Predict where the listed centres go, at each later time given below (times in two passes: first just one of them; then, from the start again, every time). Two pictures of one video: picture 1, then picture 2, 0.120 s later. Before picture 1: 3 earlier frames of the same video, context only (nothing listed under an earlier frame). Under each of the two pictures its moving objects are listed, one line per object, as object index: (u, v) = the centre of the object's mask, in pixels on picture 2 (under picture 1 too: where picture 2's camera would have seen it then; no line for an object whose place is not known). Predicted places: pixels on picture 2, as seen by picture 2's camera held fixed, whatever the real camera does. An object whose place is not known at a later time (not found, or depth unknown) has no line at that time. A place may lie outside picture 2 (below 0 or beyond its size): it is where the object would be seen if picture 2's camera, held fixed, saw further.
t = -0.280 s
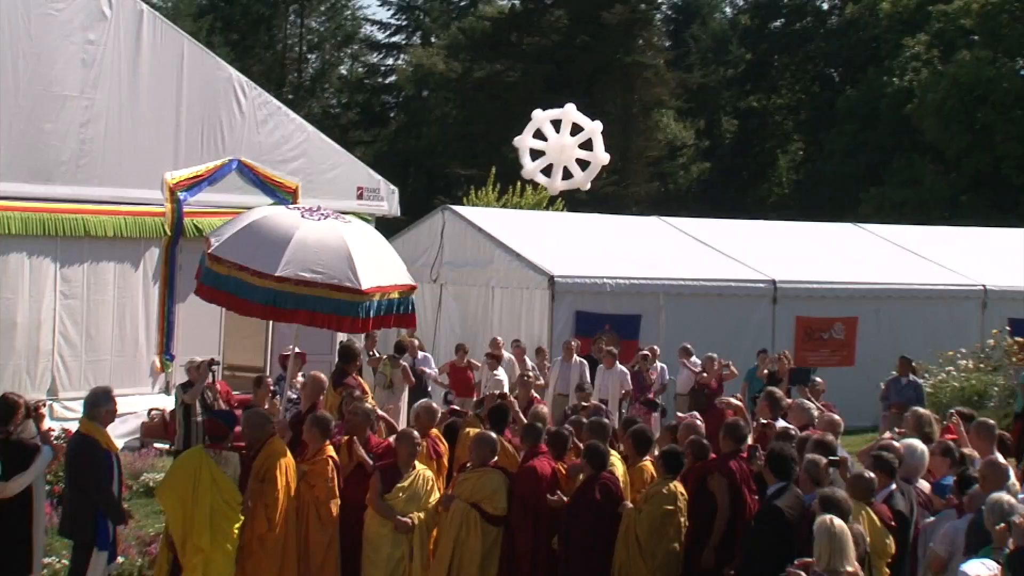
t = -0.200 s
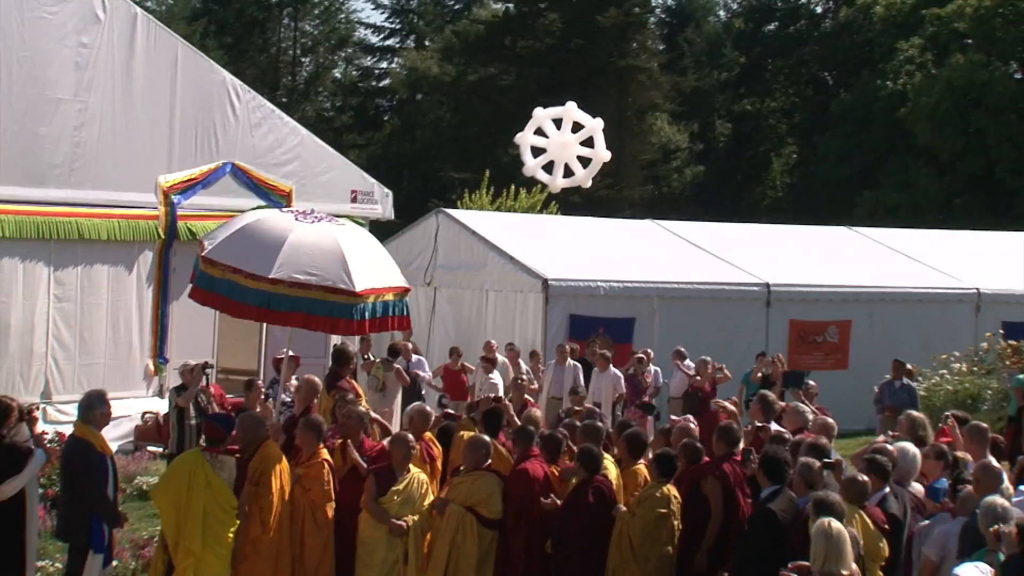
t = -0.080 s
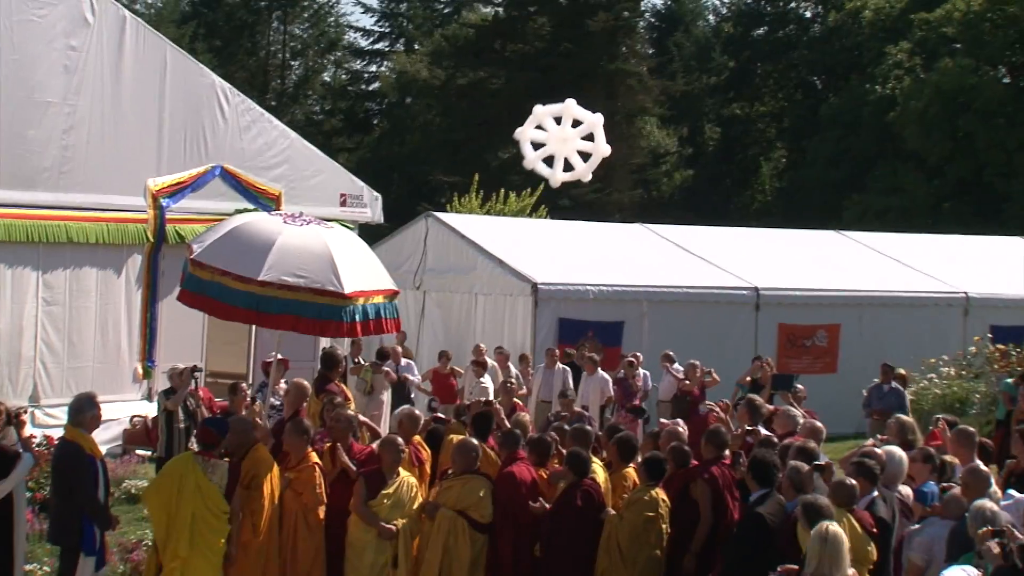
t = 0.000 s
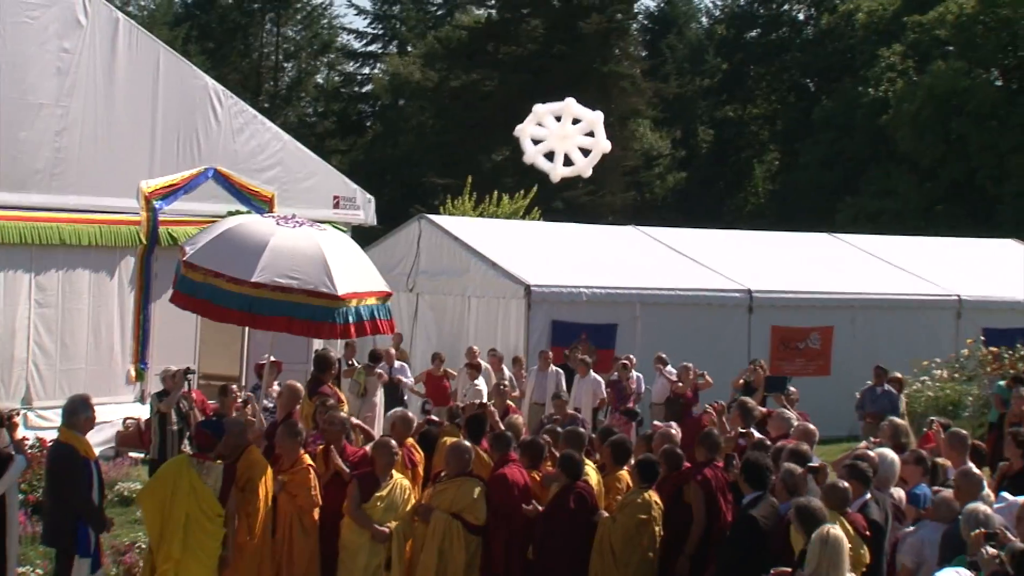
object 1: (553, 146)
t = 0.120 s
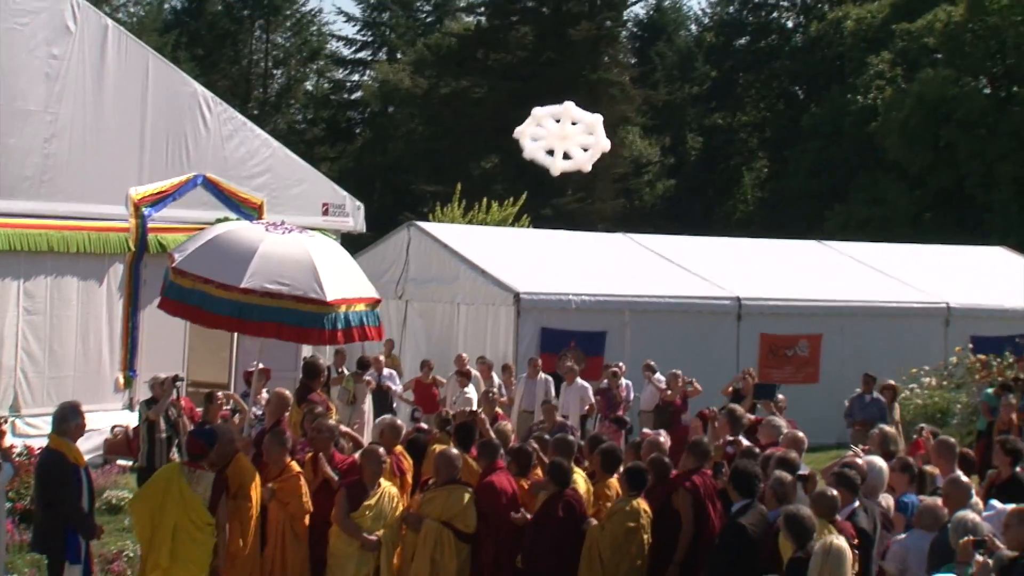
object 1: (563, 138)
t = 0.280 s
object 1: (575, 127)
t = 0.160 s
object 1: (566, 135)
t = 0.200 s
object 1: (569, 133)
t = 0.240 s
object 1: (572, 130)
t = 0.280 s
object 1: (575, 127)
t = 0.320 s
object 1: (578, 125)
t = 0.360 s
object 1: (581, 124)
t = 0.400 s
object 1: (584, 123)
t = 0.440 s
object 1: (587, 123)
